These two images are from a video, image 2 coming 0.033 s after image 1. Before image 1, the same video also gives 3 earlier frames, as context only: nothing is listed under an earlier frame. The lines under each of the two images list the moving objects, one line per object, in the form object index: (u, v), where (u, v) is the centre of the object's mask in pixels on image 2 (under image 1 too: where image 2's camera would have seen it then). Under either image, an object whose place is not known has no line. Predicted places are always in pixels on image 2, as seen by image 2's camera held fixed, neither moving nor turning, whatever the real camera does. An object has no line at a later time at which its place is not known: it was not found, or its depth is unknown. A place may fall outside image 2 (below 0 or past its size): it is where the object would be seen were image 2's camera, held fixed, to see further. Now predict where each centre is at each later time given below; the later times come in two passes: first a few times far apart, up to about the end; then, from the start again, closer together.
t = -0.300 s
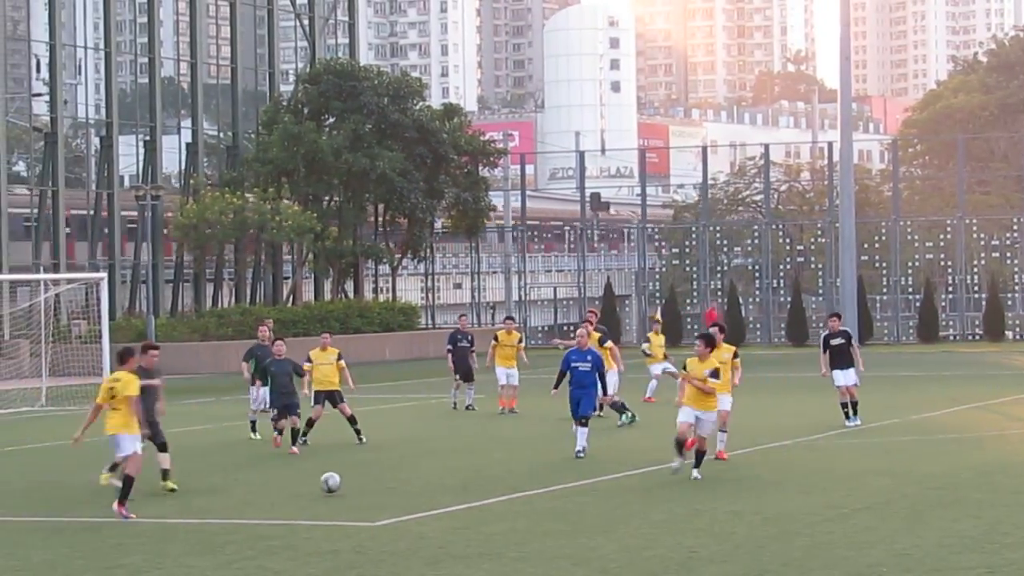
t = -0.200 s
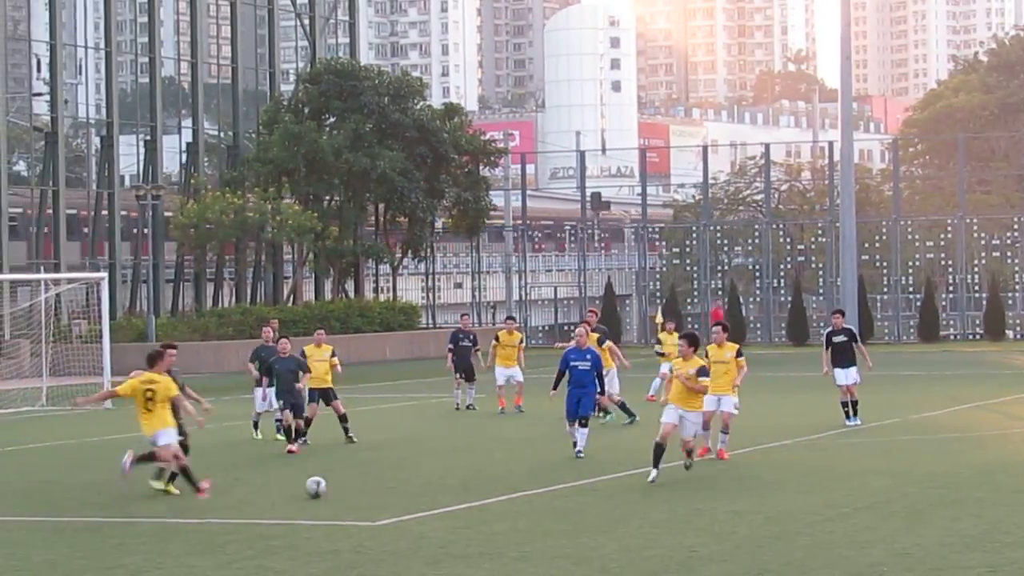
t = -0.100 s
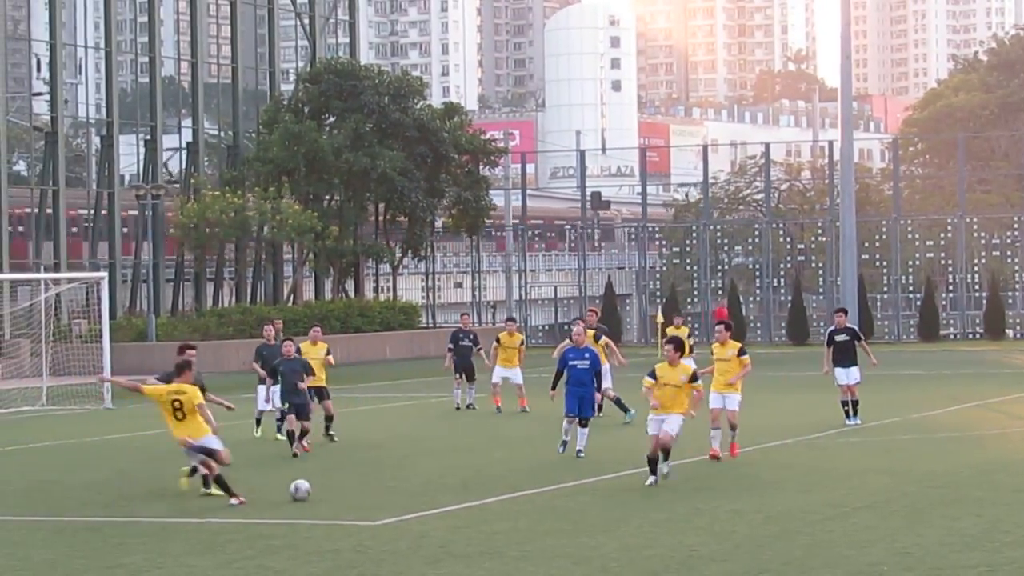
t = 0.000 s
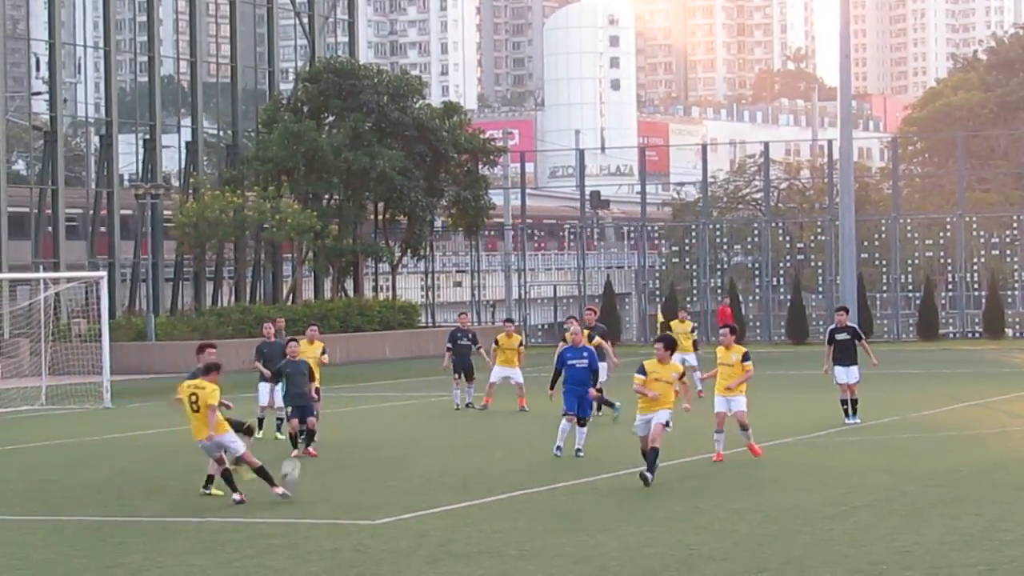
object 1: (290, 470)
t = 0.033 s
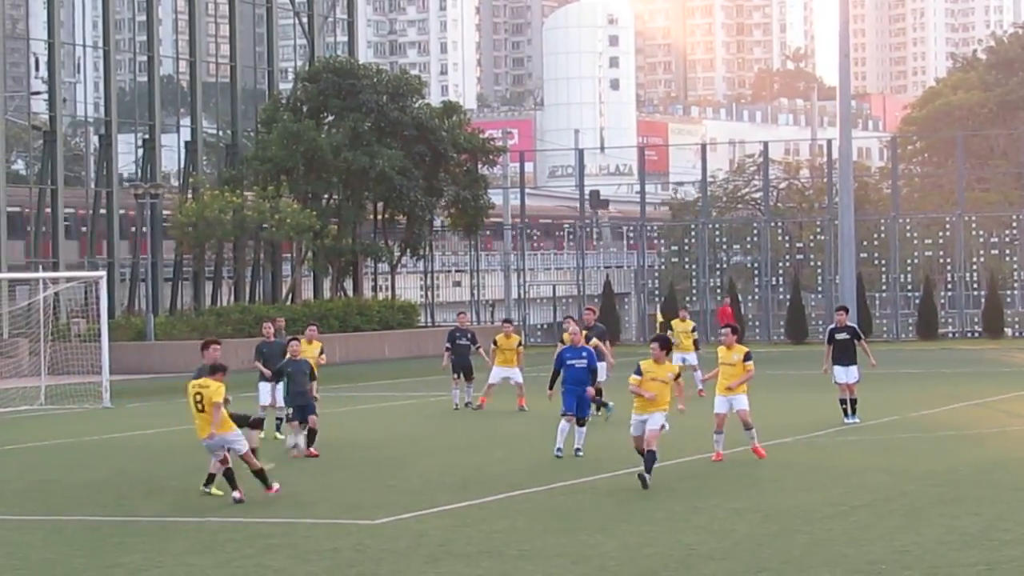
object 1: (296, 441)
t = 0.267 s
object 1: (323, 277)
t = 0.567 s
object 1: (339, 161)
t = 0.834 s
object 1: (343, 115)
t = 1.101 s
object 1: (342, 105)
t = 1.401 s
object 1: (339, 129)
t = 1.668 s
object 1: (336, 176)
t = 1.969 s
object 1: (333, 251)
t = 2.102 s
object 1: (331, 290)
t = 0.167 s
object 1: (314, 337)
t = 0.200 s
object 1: (316, 317)
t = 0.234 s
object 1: (319, 297)
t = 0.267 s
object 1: (323, 277)
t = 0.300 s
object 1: (326, 261)
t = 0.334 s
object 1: (328, 245)
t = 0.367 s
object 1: (330, 230)
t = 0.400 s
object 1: (332, 216)
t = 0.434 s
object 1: (333, 203)
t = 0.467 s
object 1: (335, 192)
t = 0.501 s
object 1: (337, 180)
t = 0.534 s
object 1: (338, 172)
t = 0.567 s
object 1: (339, 161)
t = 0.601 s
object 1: (340, 153)
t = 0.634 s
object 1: (341, 145)
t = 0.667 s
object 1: (341, 138)
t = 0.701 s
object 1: (342, 133)
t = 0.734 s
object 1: (342, 127)
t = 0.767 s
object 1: (343, 122)
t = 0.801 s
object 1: (343, 118)
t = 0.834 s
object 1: (343, 115)
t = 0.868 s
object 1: (343, 112)
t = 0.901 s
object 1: (343, 109)
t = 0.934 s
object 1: (343, 108)
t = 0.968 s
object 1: (343, 106)
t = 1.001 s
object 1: (343, 105)
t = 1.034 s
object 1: (343, 105)
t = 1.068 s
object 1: (342, 105)
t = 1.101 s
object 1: (342, 105)
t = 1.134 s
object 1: (342, 106)
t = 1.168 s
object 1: (341, 108)
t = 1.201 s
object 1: (341, 109)
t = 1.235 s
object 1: (341, 112)
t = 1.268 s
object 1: (341, 114)
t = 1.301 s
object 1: (340, 117)
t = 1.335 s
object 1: (340, 121)
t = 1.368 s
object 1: (340, 124)
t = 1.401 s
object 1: (339, 129)
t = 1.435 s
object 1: (339, 133)
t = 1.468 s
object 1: (338, 139)
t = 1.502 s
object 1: (338, 144)
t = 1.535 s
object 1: (338, 150)
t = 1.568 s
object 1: (337, 156)
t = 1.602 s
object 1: (337, 162)
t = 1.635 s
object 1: (336, 169)
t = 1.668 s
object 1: (336, 176)
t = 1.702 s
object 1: (336, 183)
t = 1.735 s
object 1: (336, 191)
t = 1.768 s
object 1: (335, 198)
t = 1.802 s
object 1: (335, 205)
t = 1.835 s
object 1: (334, 214)
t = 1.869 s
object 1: (334, 223)
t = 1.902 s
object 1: (333, 231)
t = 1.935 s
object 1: (333, 240)
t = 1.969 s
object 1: (333, 251)
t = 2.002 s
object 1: (333, 260)
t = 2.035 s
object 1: (332, 270)
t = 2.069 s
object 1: (332, 279)
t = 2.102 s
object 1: (331, 290)
